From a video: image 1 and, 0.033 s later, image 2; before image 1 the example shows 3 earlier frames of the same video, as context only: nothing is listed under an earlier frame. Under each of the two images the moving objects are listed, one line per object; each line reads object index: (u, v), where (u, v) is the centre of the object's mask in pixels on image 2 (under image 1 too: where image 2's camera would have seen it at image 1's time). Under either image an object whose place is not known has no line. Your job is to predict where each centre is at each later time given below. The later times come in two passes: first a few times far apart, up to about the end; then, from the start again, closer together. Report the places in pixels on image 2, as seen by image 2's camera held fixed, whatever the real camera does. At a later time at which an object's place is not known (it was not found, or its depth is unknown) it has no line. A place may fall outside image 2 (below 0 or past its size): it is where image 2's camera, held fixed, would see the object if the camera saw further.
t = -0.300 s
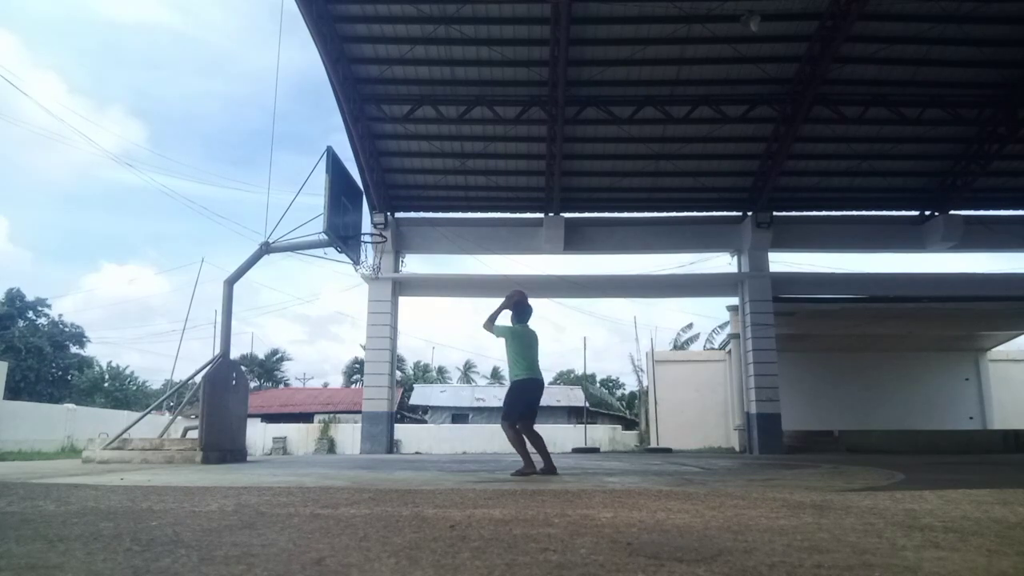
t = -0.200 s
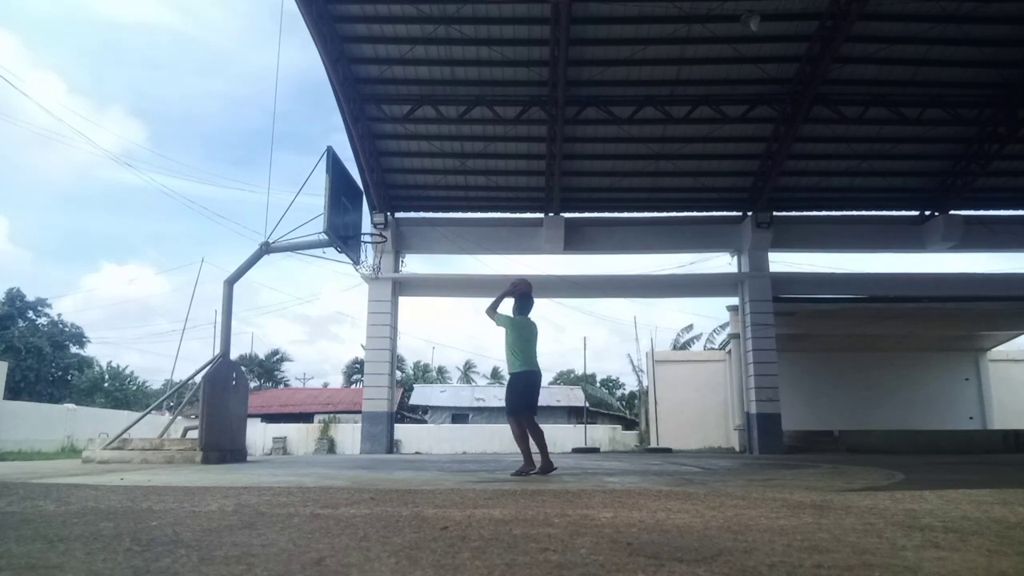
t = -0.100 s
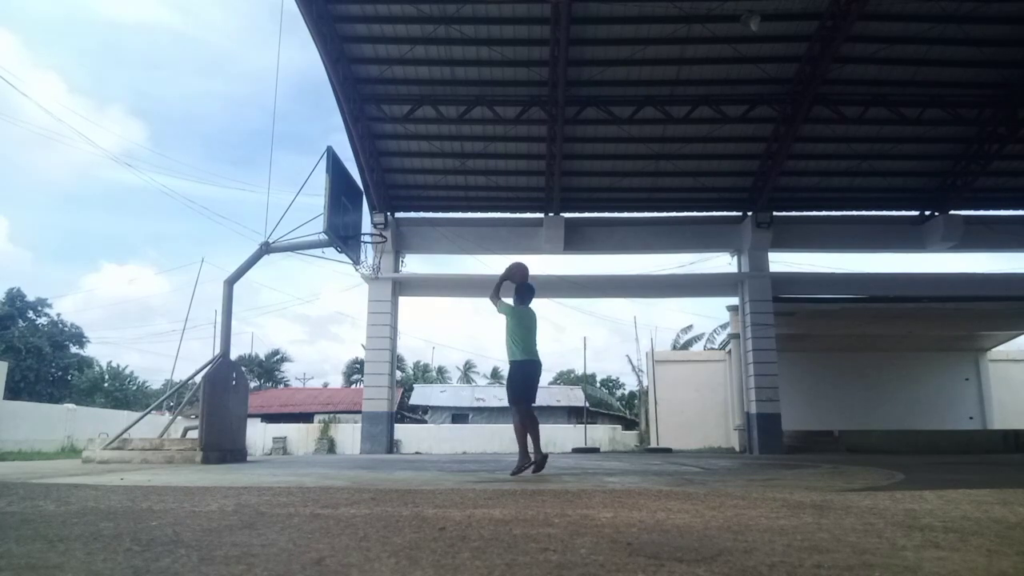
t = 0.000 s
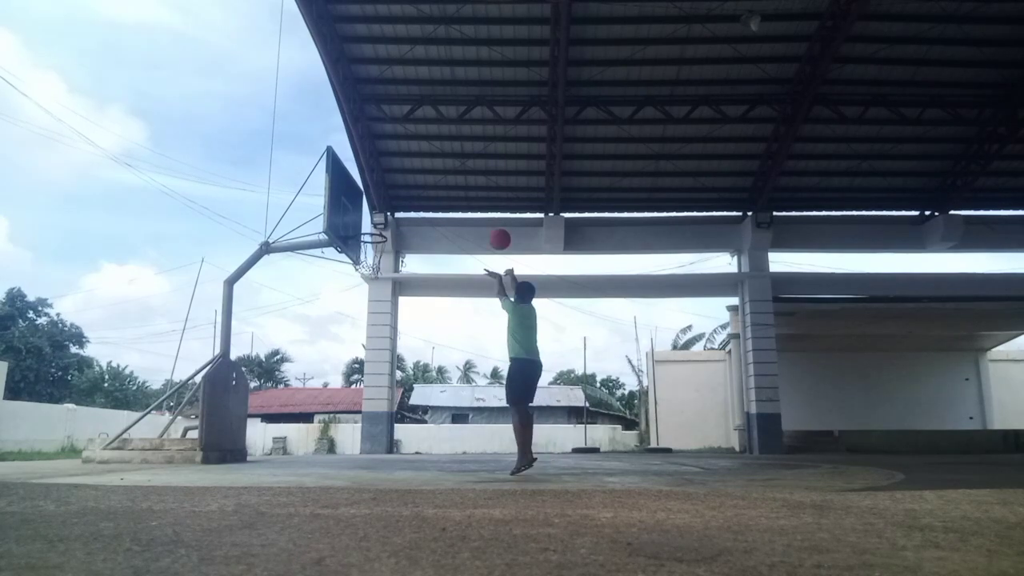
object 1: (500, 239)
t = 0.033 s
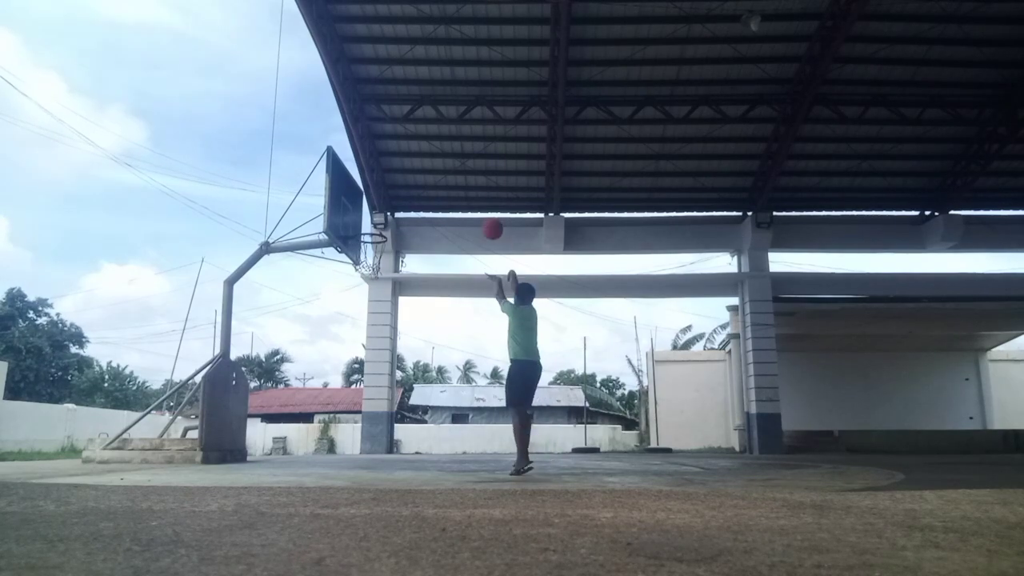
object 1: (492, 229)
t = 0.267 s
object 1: (448, 190)
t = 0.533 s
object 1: (410, 199)
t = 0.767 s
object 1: (391, 227)
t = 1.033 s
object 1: (402, 237)
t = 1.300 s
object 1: (411, 290)
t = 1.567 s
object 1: (419, 385)
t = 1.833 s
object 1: (427, 408)
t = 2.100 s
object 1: (432, 345)
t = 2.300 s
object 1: (436, 326)
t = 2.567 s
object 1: (440, 343)
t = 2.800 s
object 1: (443, 389)
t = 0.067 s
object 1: (485, 220)
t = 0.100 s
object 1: (478, 212)
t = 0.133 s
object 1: (470, 206)
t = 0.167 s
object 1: (465, 201)
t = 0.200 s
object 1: (459, 196)
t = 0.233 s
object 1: (453, 193)
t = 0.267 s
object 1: (448, 190)
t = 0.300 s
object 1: (443, 188)
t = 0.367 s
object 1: (433, 188)
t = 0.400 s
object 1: (428, 189)
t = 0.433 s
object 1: (423, 190)
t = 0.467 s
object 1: (418, 193)
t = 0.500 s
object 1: (414, 195)
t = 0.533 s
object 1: (410, 199)
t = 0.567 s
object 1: (404, 203)
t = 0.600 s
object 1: (401, 208)
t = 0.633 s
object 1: (398, 214)
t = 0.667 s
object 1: (394, 220)
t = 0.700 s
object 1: (390, 226)
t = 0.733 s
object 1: (390, 228)
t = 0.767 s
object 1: (391, 227)
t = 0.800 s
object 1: (392, 226)
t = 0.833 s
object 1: (393, 226)
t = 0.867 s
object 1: (394, 226)
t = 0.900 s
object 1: (396, 226)
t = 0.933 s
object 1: (396, 226)
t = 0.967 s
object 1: (397, 228)
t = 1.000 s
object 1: (398, 230)
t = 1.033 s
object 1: (402, 237)
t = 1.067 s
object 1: (404, 242)
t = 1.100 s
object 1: (403, 246)
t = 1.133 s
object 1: (405, 252)
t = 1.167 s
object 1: (406, 258)
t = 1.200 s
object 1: (407, 265)
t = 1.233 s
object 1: (408, 273)
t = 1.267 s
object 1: (410, 281)
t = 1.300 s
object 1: (411, 290)
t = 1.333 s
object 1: (412, 300)
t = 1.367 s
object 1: (413, 310)
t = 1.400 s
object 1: (414, 321)
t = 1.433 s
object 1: (415, 332)
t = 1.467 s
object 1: (416, 344)
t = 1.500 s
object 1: (417, 358)
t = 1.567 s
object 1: (419, 385)
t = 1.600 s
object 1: (421, 401)
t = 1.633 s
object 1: (422, 415)
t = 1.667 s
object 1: (423, 432)
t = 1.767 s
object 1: (425, 431)
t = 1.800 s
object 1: (427, 419)
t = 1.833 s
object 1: (427, 408)
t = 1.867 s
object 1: (428, 397)
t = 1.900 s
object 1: (428, 388)
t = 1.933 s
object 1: (429, 378)
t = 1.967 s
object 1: (429, 370)
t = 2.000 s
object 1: (430, 363)
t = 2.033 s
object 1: (431, 356)
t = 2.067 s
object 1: (432, 350)
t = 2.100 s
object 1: (432, 345)
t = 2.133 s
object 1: (433, 340)
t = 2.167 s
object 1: (433, 336)
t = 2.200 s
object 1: (434, 333)
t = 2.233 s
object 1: (435, 330)
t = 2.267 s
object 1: (435, 328)
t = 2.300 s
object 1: (436, 326)
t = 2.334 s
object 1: (437, 326)
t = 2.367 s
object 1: (437, 327)
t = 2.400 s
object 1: (438, 328)
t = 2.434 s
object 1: (438, 329)
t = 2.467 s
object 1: (439, 332)
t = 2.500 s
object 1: (439, 335)
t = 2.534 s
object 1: (440, 338)
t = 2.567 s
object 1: (440, 343)
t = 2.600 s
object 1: (440, 347)
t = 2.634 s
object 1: (441, 353)
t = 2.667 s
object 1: (442, 359)
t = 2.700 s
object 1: (442, 365)
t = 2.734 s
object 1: (442, 372)
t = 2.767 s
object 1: (443, 380)
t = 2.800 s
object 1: (443, 389)
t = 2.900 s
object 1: (444, 417)
